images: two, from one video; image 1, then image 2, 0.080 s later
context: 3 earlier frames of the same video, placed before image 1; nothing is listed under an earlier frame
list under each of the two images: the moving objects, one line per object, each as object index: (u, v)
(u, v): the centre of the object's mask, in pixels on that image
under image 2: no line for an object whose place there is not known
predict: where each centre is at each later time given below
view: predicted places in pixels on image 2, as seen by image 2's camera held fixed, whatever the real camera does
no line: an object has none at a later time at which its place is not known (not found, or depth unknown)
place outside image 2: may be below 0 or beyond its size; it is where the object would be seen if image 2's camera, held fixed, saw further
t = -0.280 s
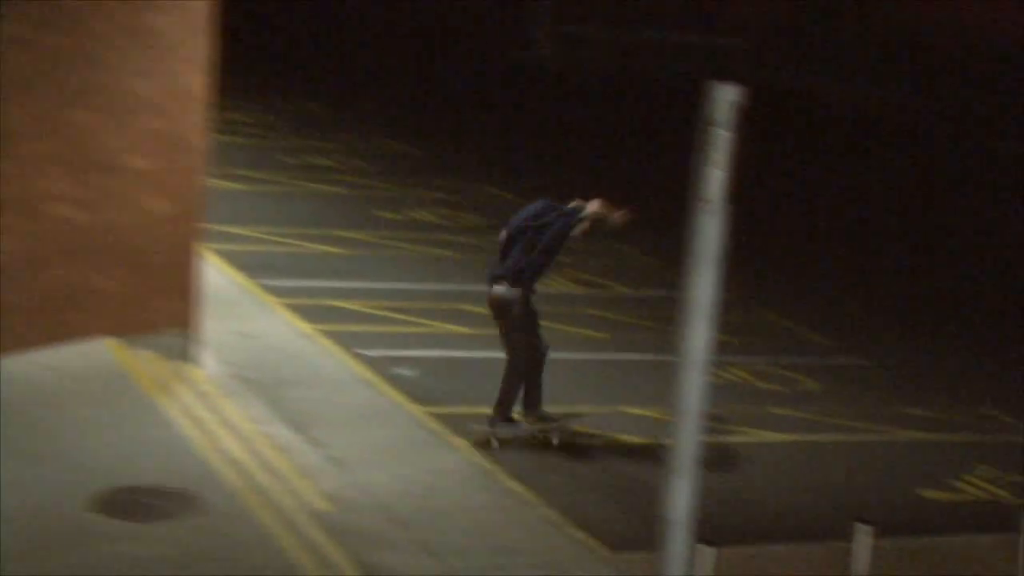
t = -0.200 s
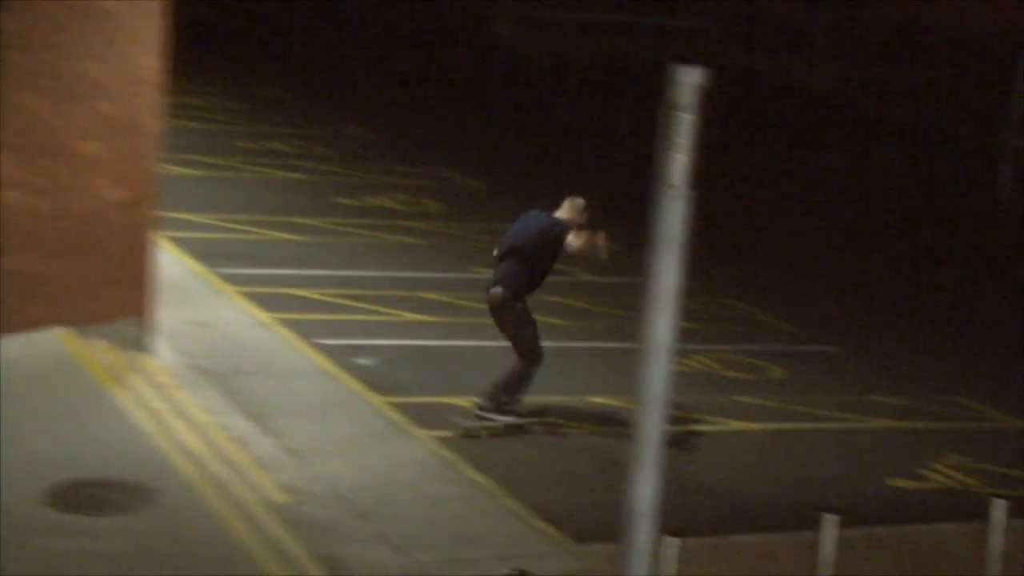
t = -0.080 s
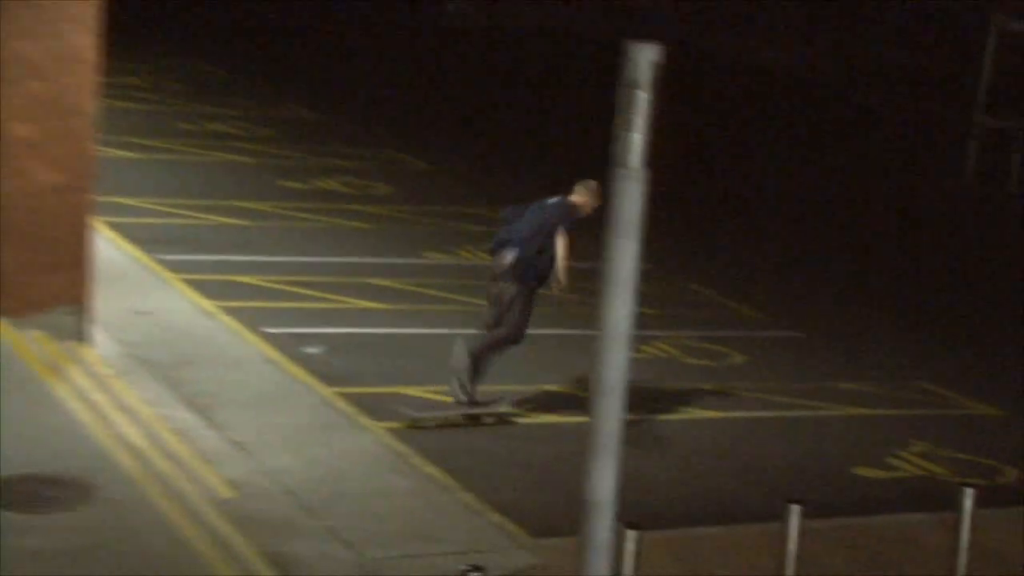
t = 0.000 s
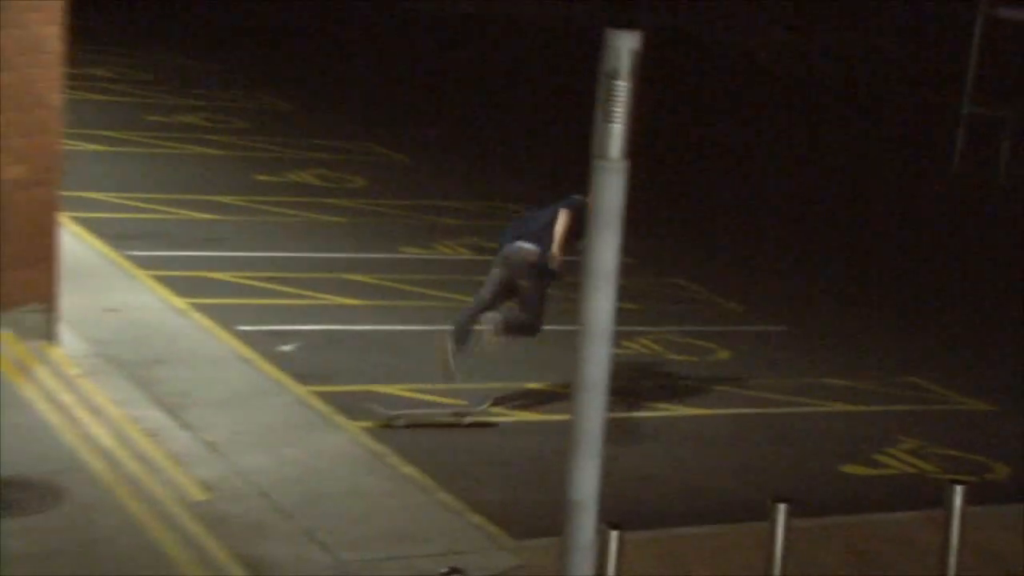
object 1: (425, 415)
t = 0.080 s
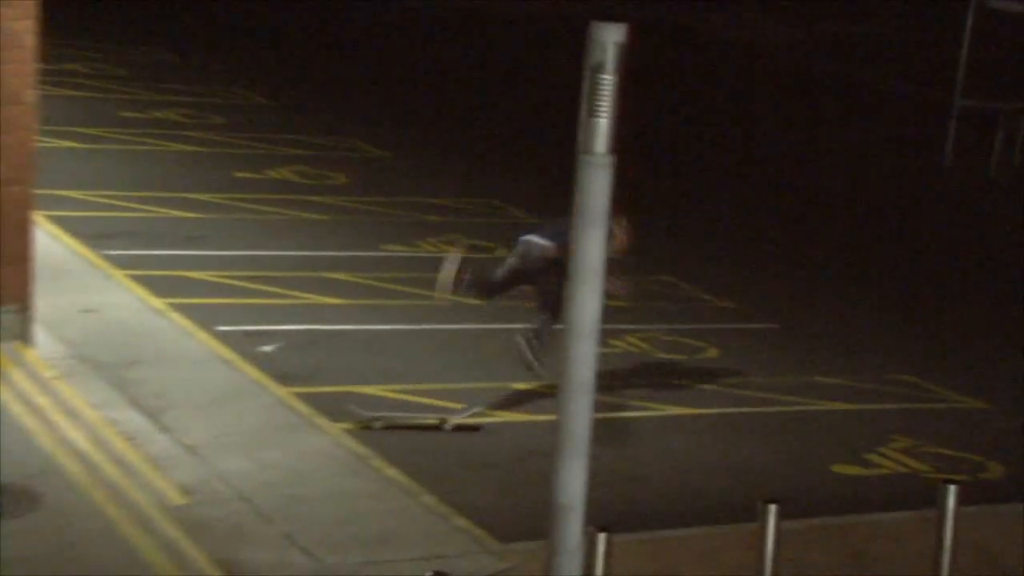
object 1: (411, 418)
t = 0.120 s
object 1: (406, 418)
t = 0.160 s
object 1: (406, 417)
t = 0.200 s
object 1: (403, 418)
